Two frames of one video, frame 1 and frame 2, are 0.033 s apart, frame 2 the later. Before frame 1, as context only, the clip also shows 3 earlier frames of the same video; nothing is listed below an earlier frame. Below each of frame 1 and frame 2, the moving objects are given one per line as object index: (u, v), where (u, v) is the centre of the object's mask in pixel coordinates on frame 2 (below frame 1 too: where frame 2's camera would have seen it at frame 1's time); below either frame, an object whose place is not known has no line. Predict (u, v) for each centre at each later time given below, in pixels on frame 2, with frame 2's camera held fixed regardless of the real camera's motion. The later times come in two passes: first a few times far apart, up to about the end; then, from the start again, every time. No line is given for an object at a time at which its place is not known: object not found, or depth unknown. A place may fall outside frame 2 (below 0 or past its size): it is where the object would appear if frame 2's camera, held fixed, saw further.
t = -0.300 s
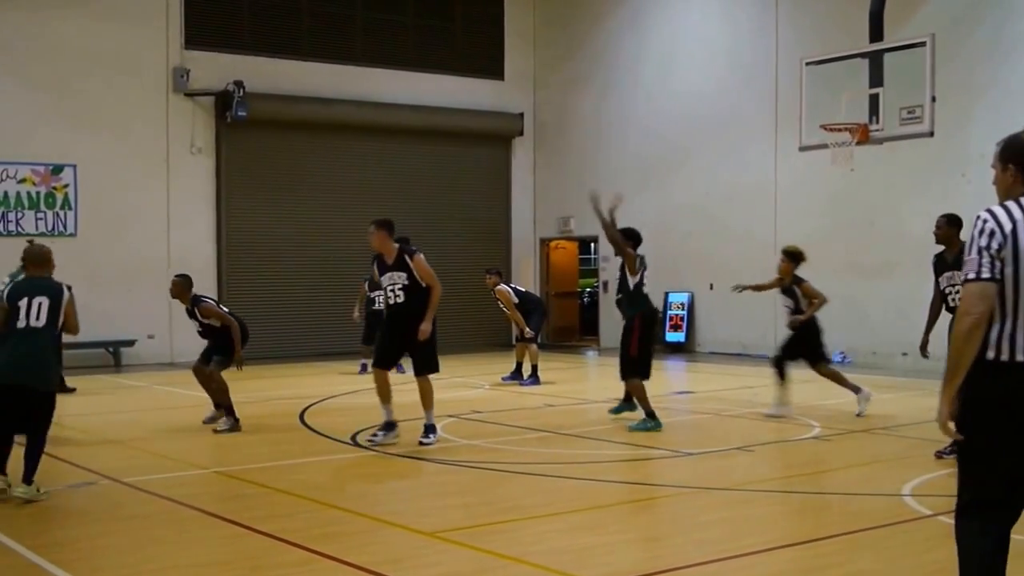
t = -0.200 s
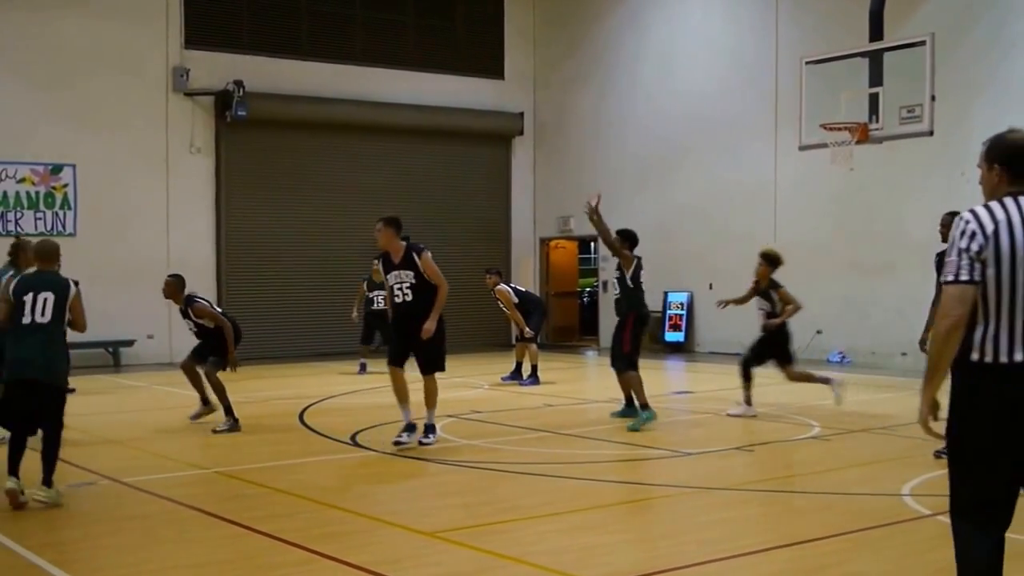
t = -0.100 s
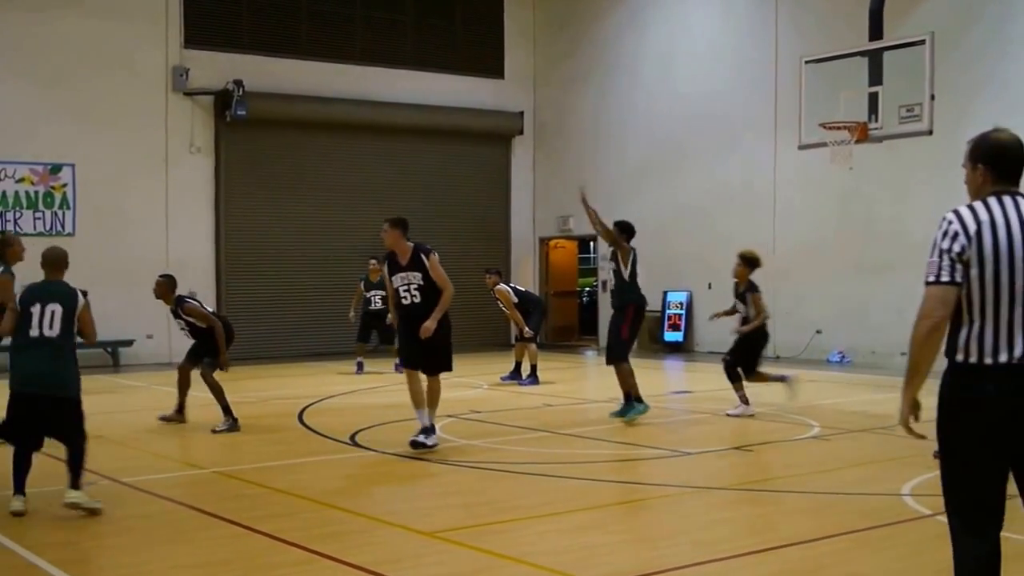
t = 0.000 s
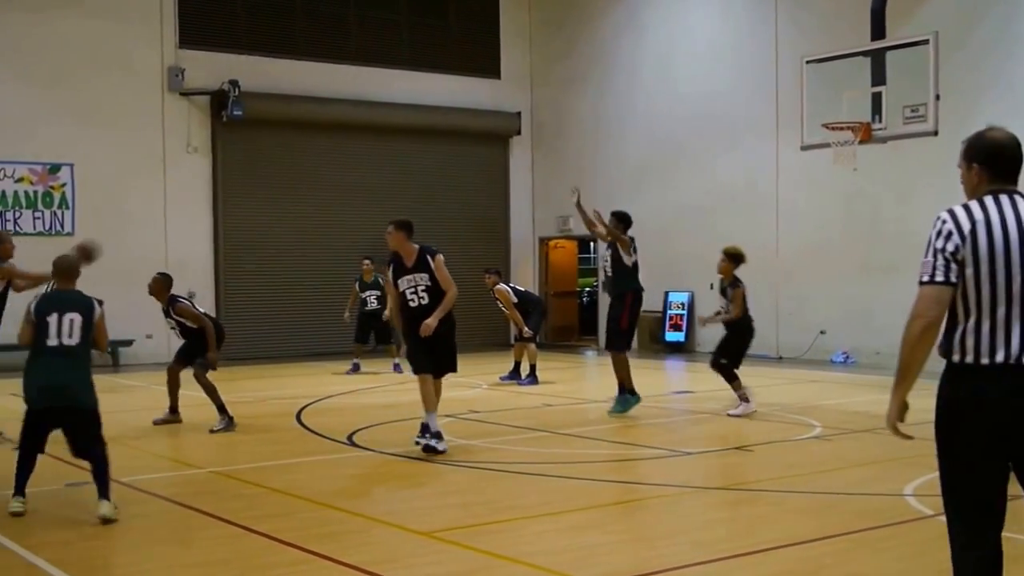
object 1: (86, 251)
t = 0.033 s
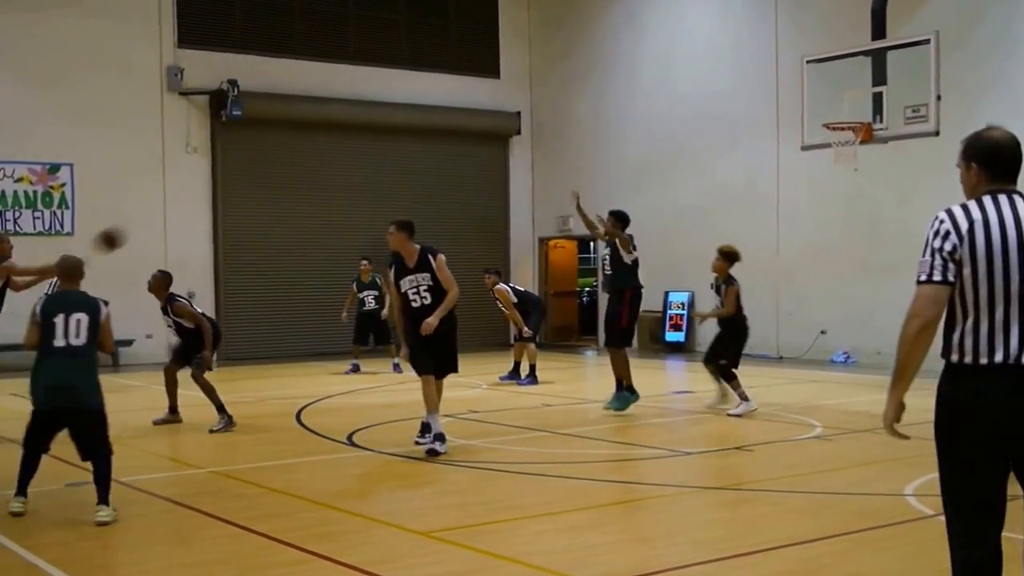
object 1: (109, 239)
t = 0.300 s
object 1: (304, 173)
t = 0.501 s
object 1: (432, 168)
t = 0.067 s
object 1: (134, 227)
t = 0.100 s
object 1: (159, 216)
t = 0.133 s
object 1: (185, 205)
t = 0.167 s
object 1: (209, 197)
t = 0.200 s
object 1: (232, 189)
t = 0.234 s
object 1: (257, 183)
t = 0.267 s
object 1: (282, 177)
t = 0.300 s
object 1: (304, 173)
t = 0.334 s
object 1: (326, 170)
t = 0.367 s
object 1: (348, 168)
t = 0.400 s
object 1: (371, 167)
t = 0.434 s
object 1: (391, 166)
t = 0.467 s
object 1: (413, 167)
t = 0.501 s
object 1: (432, 168)
